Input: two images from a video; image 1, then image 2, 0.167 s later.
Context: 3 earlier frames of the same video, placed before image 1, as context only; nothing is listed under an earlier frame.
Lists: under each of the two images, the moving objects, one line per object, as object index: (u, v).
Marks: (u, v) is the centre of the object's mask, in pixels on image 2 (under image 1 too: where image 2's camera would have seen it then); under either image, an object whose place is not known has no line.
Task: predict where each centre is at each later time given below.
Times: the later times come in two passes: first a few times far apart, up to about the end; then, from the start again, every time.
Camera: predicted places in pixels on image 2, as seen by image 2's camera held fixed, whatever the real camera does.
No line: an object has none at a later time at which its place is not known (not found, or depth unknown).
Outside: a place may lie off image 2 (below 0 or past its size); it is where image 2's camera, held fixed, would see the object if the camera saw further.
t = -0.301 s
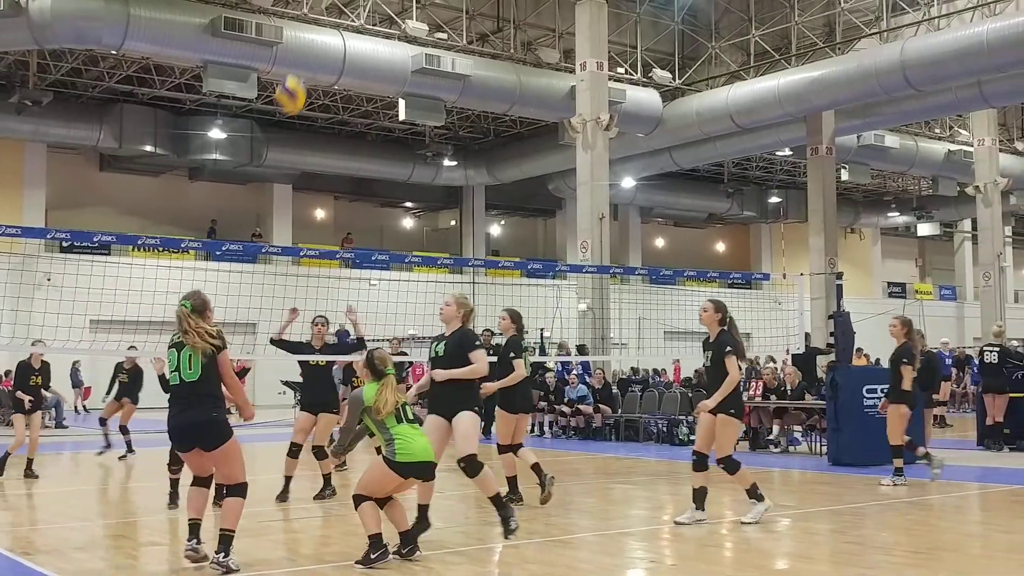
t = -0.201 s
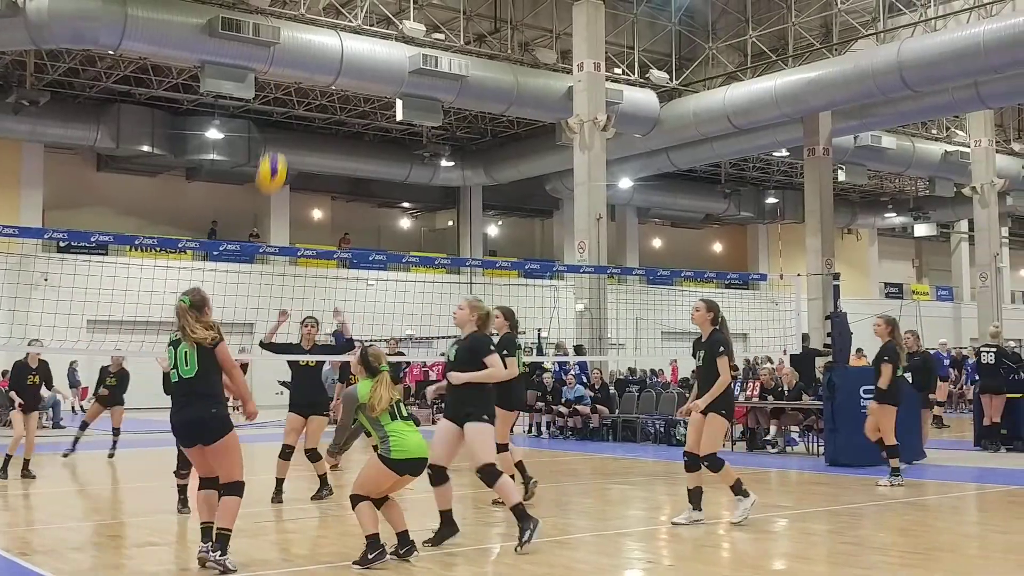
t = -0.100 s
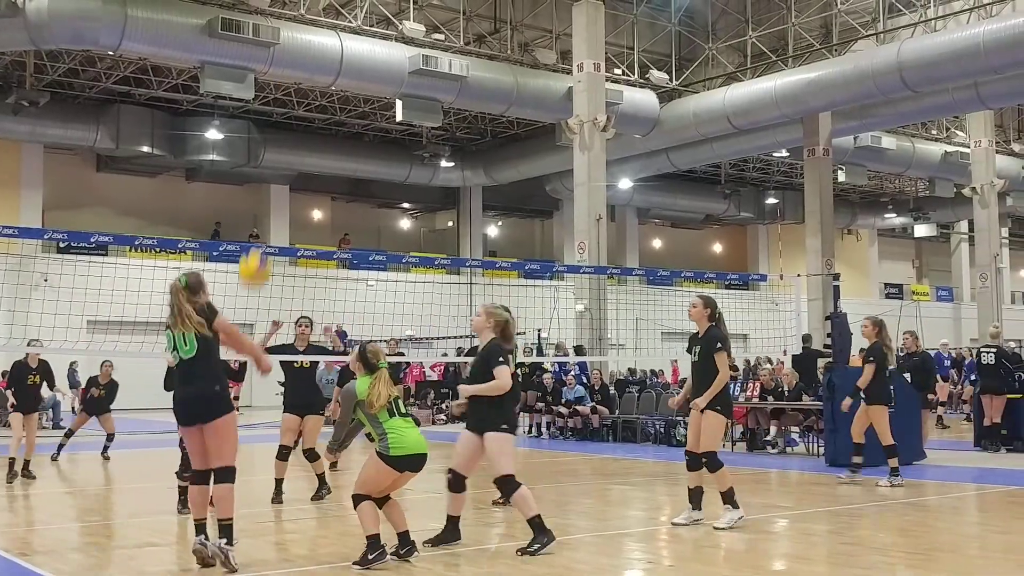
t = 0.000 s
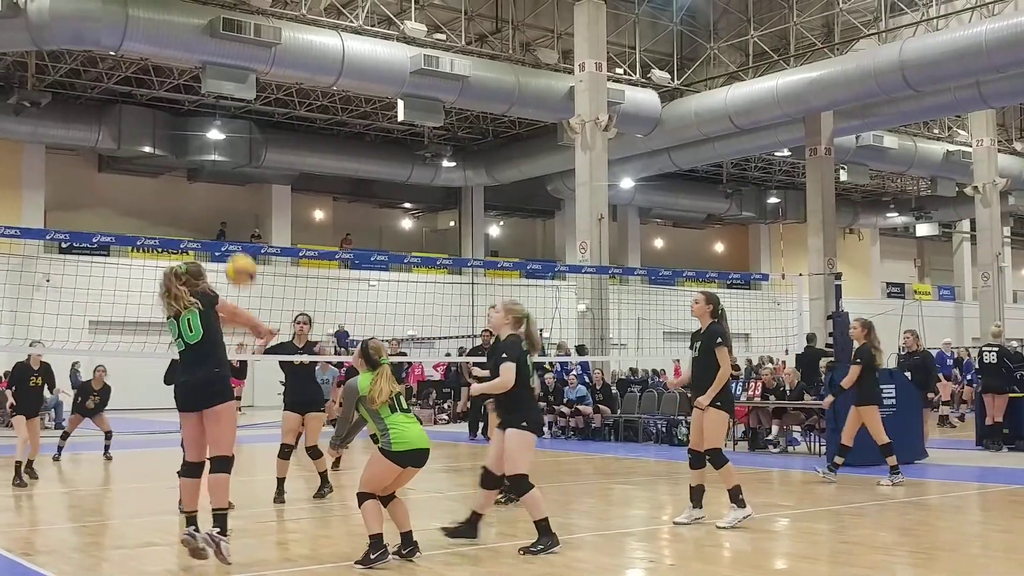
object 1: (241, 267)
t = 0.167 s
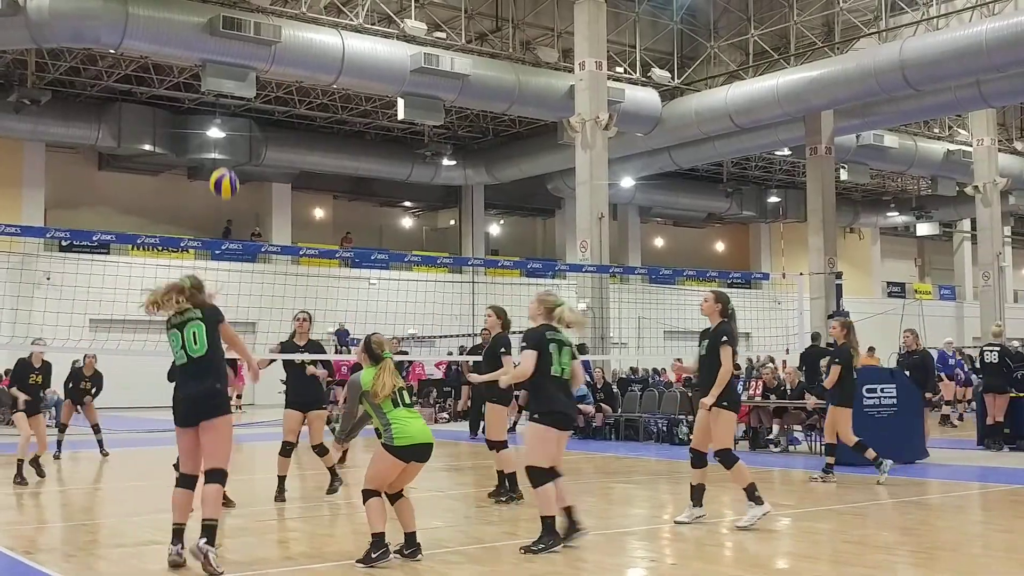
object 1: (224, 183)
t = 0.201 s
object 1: (221, 173)
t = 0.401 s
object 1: (206, 145)
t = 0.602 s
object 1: (194, 163)
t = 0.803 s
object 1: (184, 216)
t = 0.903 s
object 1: (179, 257)
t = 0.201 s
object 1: (221, 173)
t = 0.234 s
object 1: (218, 164)
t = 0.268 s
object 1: (216, 157)
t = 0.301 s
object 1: (213, 151)
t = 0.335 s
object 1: (211, 148)
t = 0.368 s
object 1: (209, 146)
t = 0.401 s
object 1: (206, 145)
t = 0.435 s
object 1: (204, 145)
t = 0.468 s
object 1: (202, 146)
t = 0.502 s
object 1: (201, 148)
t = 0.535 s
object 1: (198, 152)
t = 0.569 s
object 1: (196, 157)
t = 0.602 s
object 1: (194, 163)
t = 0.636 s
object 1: (193, 169)
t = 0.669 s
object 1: (191, 176)
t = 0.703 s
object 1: (189, 185)
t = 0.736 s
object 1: (188, 194)
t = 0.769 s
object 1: (185, 205)
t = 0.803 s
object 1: (184, 216)
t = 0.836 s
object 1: (181, 228)
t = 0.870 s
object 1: (182, 234)
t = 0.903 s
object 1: (179, 257)
